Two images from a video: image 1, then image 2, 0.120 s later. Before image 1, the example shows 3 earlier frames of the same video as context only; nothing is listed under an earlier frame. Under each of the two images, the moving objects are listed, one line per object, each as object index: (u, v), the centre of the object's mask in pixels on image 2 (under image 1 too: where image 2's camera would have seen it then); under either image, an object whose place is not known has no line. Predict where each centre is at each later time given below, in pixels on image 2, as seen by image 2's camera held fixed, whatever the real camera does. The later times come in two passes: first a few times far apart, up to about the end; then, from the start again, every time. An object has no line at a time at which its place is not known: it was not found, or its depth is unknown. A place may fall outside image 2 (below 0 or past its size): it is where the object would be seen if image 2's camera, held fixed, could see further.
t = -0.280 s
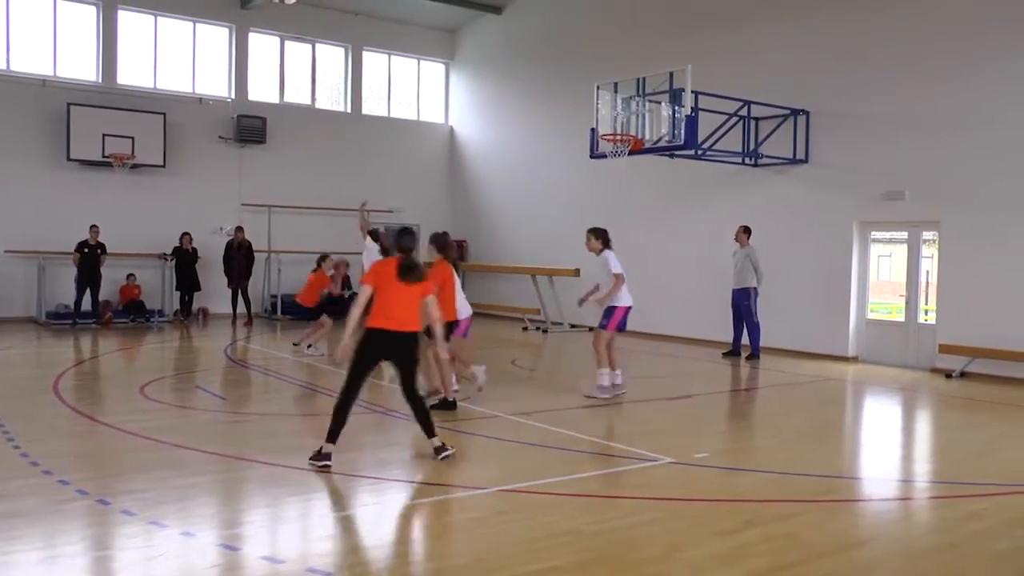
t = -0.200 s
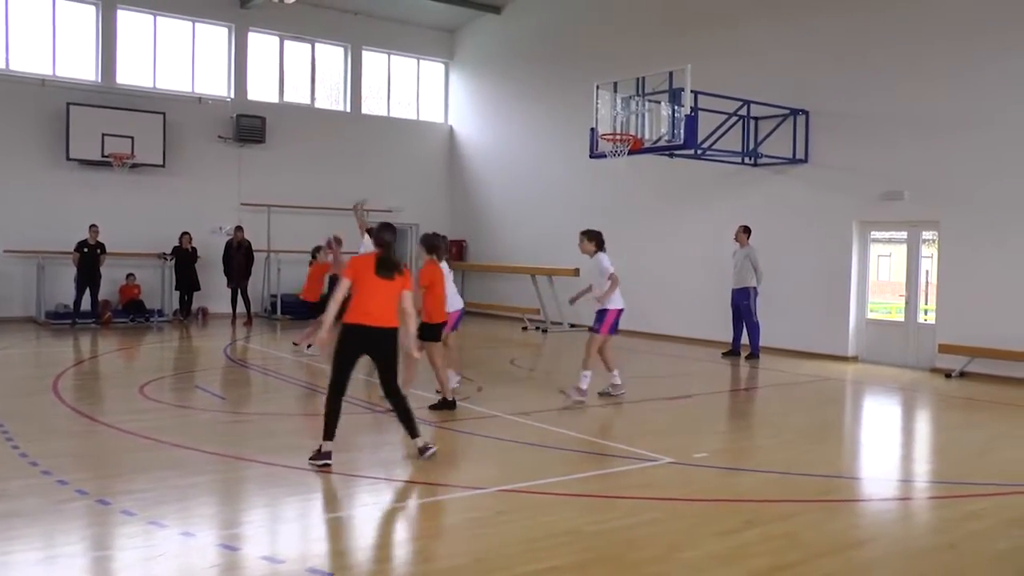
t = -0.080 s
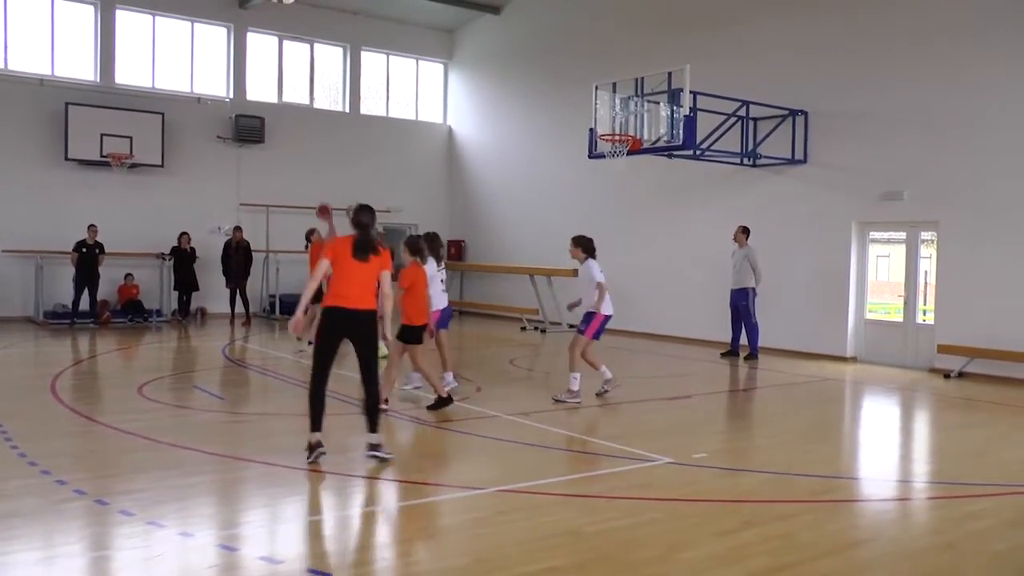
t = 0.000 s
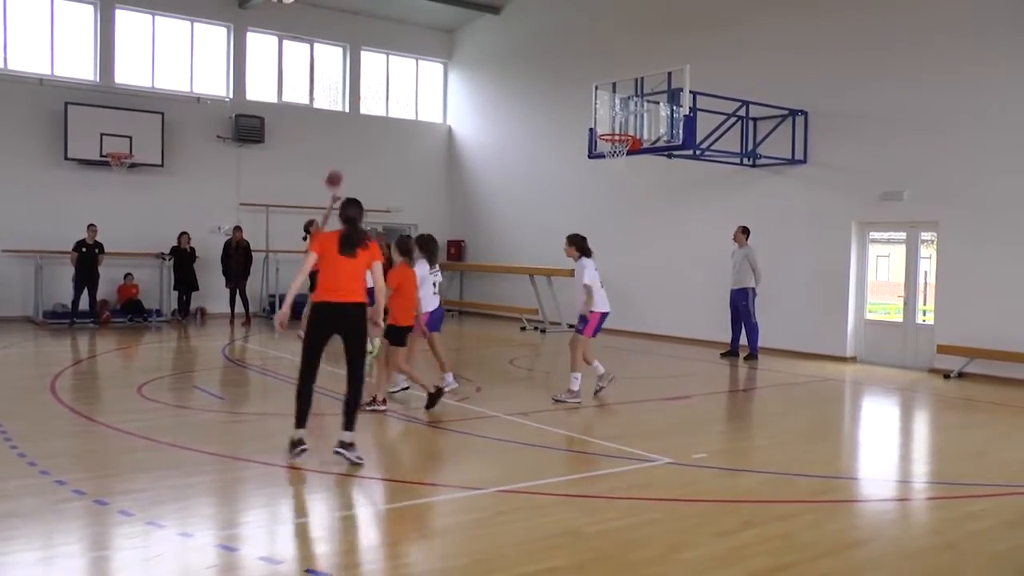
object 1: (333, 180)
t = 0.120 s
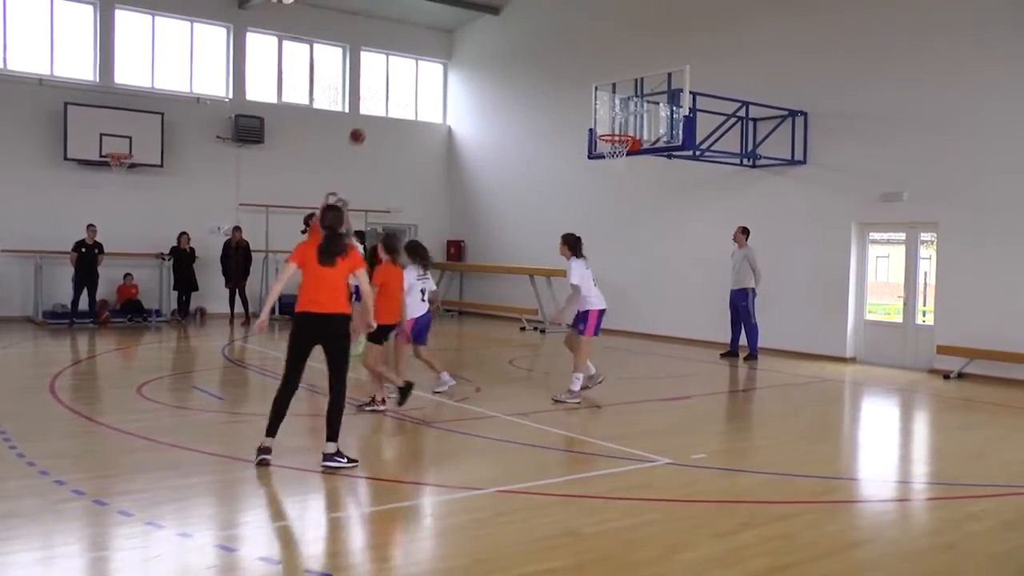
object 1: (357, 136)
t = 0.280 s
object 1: (389, 92)
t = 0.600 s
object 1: (452, 59)
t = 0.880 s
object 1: (508, 87)
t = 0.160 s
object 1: (365, 123)
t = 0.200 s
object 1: (373, 112)
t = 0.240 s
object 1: (381, 102)
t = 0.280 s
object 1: (389, 92)
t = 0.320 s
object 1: (396, 84)
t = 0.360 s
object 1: (405, 77)
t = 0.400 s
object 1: (413, 71)
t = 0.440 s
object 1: (421, 66)
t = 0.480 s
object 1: (429, 62)
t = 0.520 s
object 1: (437, 60)
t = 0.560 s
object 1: (445, 59)
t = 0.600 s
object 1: (452, 59)
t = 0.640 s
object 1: (460, 60)
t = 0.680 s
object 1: (468, 61)
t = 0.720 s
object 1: (476, 64)
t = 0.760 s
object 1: (484, 68)
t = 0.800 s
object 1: (492, 73)
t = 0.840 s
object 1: (500, 80)
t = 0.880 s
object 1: (508, 87)
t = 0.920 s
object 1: (515, 96)
